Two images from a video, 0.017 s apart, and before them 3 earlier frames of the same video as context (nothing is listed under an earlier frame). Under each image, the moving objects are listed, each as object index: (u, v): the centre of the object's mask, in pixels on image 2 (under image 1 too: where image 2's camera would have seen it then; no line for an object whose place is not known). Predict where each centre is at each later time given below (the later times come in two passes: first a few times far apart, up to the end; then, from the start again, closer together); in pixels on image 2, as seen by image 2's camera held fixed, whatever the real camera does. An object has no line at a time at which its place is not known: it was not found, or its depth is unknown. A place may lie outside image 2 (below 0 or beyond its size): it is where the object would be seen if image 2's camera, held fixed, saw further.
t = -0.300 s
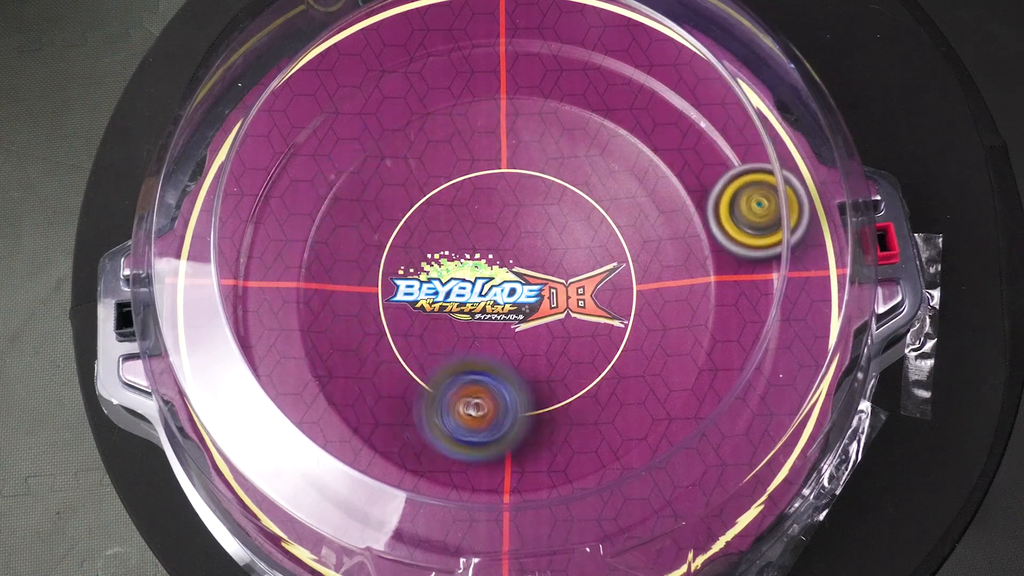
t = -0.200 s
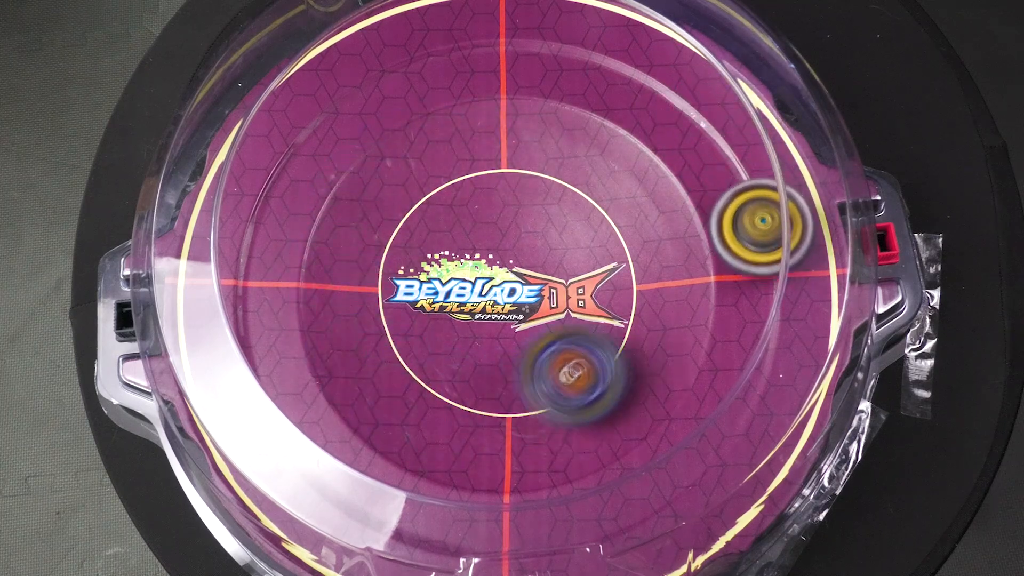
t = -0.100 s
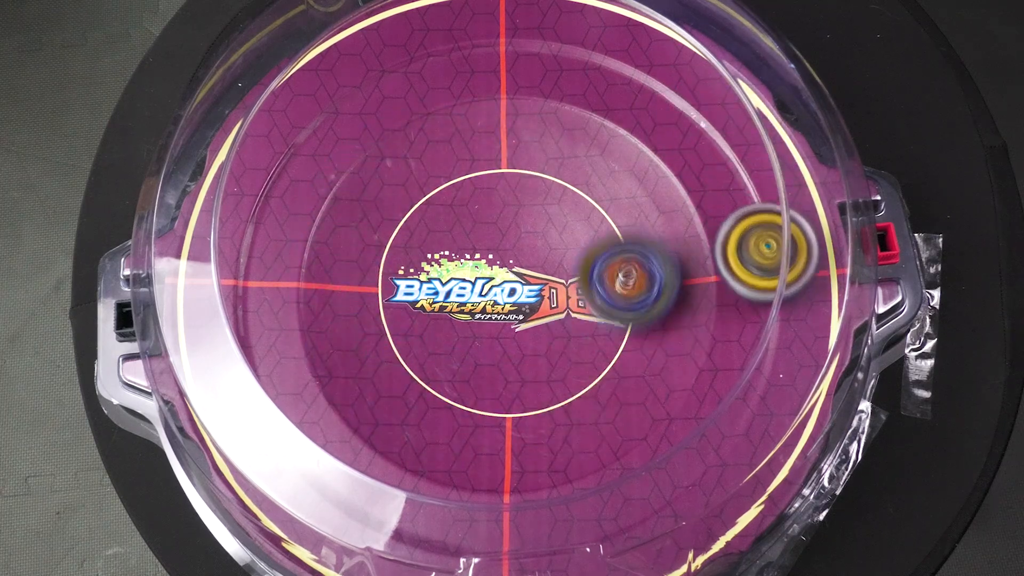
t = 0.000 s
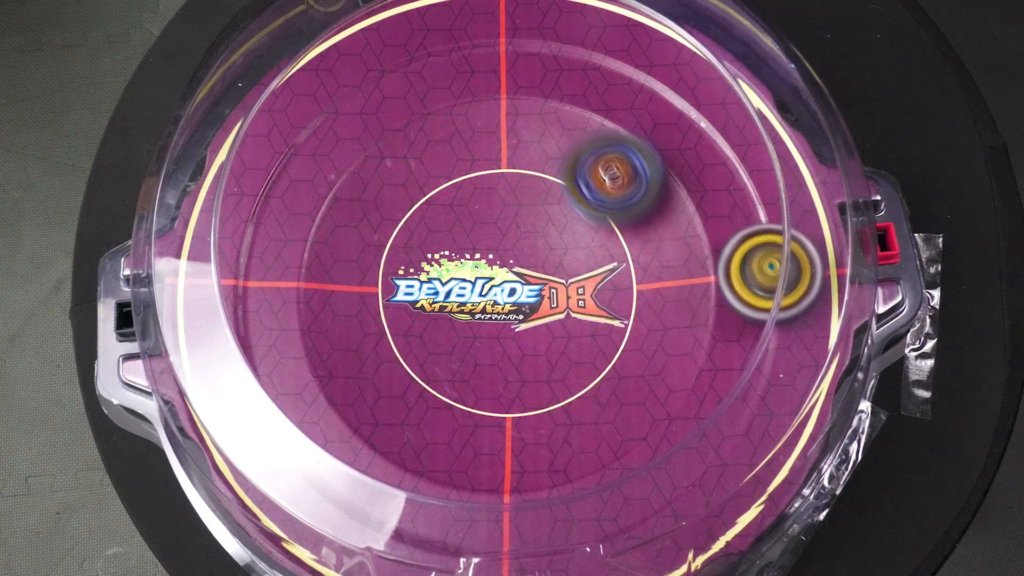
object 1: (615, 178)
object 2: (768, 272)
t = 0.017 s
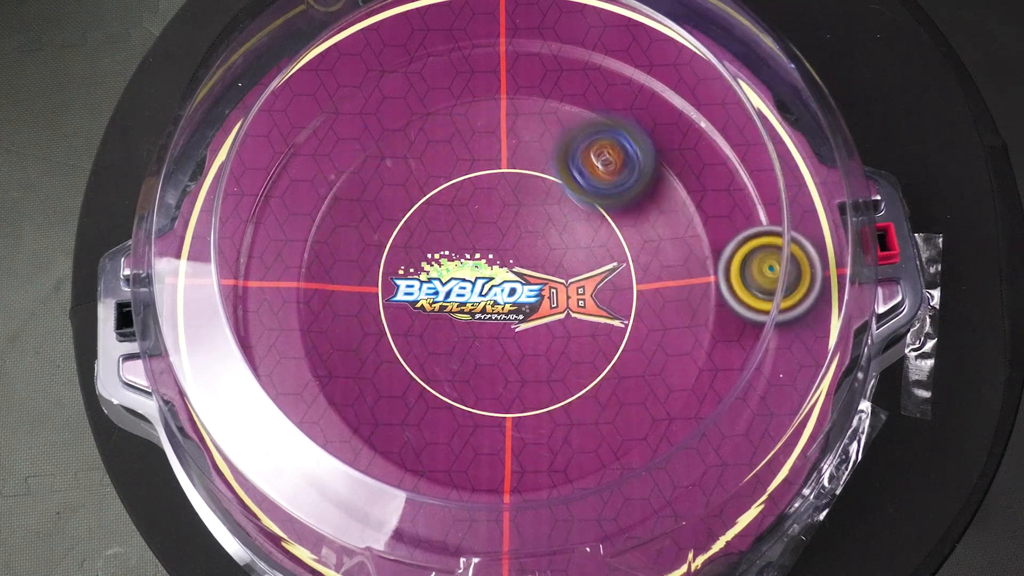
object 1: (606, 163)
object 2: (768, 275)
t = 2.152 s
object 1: (475, 315)
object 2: (573, 367)
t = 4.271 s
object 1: (497, 330)
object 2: (397, 177)
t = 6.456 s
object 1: (577, 339)
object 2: (473, 282)
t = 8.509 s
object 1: (485, 374)
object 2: (479, 229)
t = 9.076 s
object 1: (508, 306)
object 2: (585, 201)
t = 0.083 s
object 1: (563, 116)
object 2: (769, 289)
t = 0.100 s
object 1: (552, 108)
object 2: (769, 293)
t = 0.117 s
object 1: (537, 101)
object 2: (770, 298)
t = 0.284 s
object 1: (390, 127)
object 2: (763, 333)
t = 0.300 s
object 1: (377, 139)
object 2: (763, 337)
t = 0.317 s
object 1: (366, 153)
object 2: (761, 339)
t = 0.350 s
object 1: (349, 181)
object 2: (766, 345)
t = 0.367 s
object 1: (342, 197)
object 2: (758, 345)
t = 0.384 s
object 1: (336, 213)
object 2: (762, 349)
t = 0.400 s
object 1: (332, 230)
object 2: (762, 354)
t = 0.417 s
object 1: (330, 246)
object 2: (758, 356)
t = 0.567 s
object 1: (395, 394)
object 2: (742, 383)
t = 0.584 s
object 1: (412, 405)
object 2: (742, 387)
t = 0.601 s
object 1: (429, 414)
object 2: (740, 389)
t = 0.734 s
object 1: (597, 406)
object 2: (718, 399)
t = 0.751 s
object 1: (604, 395)
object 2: (726, 402)
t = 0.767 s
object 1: (592, 378)
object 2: (750, 405)
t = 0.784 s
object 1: (580, 364)
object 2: (774, 404)
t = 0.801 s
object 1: (566, 346)
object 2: (796, 403)
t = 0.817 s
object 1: (554, 327)
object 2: (794, 389)
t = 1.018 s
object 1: (438, 164)
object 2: (747, 255)
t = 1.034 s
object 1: (433, 160)
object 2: (739, 248)
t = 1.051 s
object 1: (427, 158)
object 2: (736, 241)
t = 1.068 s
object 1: (422, 157)
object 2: (733, 236)
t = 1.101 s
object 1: (412, 161)
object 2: (723, 225)
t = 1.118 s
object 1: (408, 165)
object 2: (717, 220)
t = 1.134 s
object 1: (404, 170)
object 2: (712, 215)
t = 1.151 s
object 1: (400, 178)
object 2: (706, 209)
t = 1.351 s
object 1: (400, 302)
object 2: (570, 146)
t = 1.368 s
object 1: (408, 311)
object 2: (556, 144)
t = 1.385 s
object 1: (418, 320)
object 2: (543, 144)
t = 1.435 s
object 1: (454, 340)
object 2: (503, 146)
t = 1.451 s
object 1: (468, 343)
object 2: (490, 149)
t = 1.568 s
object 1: (549, 331)
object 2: (411, 190)
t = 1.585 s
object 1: (560, 324)
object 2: (401, 199)
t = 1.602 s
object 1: (567, 315)
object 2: (393, 209)
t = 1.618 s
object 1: (574, 304)
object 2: (385, 218)
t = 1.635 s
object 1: (579, 292)
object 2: (378, 228)
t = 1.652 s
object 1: (581, 281)
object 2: (371, 239)
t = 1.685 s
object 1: (584, 259)
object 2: (362, 262)
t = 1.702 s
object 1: (583, 248)
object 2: (358, 274)
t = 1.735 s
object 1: (578, 227)
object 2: (354, 297)
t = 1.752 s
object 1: (573, 217)
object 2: (355, 308)
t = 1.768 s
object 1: (567, 208)
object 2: (356, 320)
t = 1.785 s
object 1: (560, 201)
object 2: (358, 331)
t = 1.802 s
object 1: (552, 194)
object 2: (361, 342)
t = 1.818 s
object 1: (545, 189)
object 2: (366, 352)
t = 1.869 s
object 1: (517, 183)
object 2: (386, 381)
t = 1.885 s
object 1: (508, 183)
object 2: (394, 389)
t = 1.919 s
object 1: (491, 189)
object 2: (414, 402)
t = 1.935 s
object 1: (483, 193)
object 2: (424, 407)
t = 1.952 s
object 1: (475, 200)
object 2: (436, 411)
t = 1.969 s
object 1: (468, 206)
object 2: (449, 414)
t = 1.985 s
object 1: (462, 214)
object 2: (460, 416)
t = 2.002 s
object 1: (456, 222)
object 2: (473, 416)
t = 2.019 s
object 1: (453, 232)
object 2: (486, 415)
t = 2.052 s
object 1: (449, 252)
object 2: (510, 410)
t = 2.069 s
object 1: (451, 264)
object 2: (523, 406)
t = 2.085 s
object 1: (453, 277)
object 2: (535, 400)
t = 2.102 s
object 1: (457, 287)
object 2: (546, 392)
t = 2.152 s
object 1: (475, 315)
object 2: (573, 367)
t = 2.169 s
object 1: (480, 321)
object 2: (584, 359)
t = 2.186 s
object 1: (477, 316)
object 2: (602, 354)
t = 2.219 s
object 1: (468, 308)
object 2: (642, 345)
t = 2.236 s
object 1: (464, 304)
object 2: (656, 338)
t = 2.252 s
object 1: (462, 296)
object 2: (670, 330)
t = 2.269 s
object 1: (461, 288)
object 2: (681, 323)
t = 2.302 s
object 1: (460, 279)
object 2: (695, 305)
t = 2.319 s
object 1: (463, 274)
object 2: (700, 296)
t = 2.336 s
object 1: (465, 271)
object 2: (705, 286)
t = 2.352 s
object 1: (470, 268)
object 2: (707, 275)
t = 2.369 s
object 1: (474, 266)
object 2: (709, 265)
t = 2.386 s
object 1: (480, 265)
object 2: (711, 254)
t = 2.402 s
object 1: (485, 264)
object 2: (709, 243)
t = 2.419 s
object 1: (491, 264)
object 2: (706, 232)
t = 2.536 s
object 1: (524, 272)
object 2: (663, 169)
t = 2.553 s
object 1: (526, 271)
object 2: (655, 162)
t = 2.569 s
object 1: (528, 271)
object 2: (648, 155)
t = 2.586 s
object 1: (529, 269)
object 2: (640, 150)
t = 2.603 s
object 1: (530, 269)
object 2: (632, 145)
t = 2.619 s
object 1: (530, 269)
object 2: (623, 140)
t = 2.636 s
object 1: (530, 268)
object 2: (613, 137)
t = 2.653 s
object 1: (529, 268)
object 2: (603, 134)
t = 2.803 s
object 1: (515, 255)
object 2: (512, 149)
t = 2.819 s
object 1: (513, 254)
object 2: (502, 153)
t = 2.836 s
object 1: (510, 264)
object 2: (494, 152)
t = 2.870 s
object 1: (504, 300)
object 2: (478, 134)
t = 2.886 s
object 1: (500, 317)
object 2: (471, 129)
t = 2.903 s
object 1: (497, 332)
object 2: (464, 126)
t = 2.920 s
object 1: (494, 342)
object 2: (456, 125)
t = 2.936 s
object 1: (492, 353)
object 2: (449, 126)
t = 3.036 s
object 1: (491, 381)
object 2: (404, 157)
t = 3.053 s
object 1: (493, 383)
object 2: (397, 165)
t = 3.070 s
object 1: (496, 382)
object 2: (391, 173)
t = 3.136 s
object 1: (509, 376)
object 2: (373, 210)
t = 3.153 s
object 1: (512, 373)
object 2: (370, 219)
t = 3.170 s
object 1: (516, 369)
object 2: (369, 229)
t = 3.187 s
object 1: (521, 365)
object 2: (368, 240)
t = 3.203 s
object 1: (524, 359)
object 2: (368, 250)
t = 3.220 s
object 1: (527, 351)
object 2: (369, 261)
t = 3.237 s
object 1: (530, 344)
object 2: (372, 271)
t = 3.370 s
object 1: (545, 281)
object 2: (421, 343)
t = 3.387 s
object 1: (545, 276)
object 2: (430, 349)
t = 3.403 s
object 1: (543, 271)
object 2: (439, 354)
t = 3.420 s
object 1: (540, 266)
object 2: (449, 359)
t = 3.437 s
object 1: (537, 263)
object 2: (460, 362)
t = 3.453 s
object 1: (533, 261)
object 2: (470, 365)
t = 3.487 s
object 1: (523, 259)
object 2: (492, 368)
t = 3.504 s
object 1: (518, 259)
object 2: (503, 367)
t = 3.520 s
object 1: (510, 259)
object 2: (514, 367)
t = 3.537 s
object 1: (502, 261)
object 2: (524, 365)
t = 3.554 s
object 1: (496, 263)
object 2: (535, 361)
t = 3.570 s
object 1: (489, 267)
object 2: (544, 357)
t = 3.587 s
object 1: (481, 271)
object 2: (553, 353)
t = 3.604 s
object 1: (475, 276)
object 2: (561, 347)
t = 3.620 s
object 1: (469, 282)
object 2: (569, 341)
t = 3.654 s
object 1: (460, 296)
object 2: (583, 327)
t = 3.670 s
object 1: (456, 304)
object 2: (589, 319)
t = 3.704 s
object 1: (454, 319)
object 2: (598, 303)
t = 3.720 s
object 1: (453, 327)
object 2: (603, 295)
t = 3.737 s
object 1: (454, 335)
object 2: (606, 286)
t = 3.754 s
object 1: (457, 344)
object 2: (607, 277)
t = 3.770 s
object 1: (460, 350)
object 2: (609, 269)
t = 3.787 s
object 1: (464, 356)
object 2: (608, 261)
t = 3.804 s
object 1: (470, 361)
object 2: (608, 253)
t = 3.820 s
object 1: (477, 364)
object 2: (606, 244)
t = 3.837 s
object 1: (484, 367)
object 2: (602, 236)
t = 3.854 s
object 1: (492, 368)
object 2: (598, 229)
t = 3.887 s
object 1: (508, 366)
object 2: (588, 216)
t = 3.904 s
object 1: (516, 363)
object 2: (582, 210)
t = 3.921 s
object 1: (523, 358)
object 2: (575, 205)
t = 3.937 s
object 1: (529, 351)
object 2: (568, 201)
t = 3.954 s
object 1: (534, 343)
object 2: (559, 198)
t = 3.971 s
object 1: (538, 335)
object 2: (550, 195)
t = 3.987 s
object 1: (542, 324)
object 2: (542, 194)
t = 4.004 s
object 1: (542, 313)
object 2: (532, 194)
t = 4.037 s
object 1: (542, 294)
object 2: (515, 193)
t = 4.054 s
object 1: (540, 298)
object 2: (504, 181)
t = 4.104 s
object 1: (534, 311)
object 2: (475, 156)
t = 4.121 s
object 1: (531, 316)
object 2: (465, 151)
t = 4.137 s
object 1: (528, 320)
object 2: (457, 149)
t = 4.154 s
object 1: (526, 323)
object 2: (449, 149)
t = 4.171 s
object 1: (522, 327)
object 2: (440, 150)
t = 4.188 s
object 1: (518, 329)
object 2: (433, 152)
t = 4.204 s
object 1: (515, 331)
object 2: (425, 156)
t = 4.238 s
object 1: (506, 333)
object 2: (411, 166)
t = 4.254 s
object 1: (502, 332)
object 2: (403, 171)
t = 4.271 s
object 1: (497, 330)
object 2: (397, 177)
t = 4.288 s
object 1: (493, 329)
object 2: (391, 184)
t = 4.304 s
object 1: (490, 325)
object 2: (386, 192)
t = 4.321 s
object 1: (487, 321)
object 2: (382, 199)
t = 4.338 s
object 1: (486, 317)
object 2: (378, 208)
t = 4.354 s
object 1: (486, 313)
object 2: (375, 217)
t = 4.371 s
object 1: (486, 308)
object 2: (373, 226)
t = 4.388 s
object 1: (487, 305)
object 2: (372, 235)
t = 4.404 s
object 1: (488, 303)
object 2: (372, 244)
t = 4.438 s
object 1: (489, 298)
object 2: (376, 263)
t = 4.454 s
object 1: (491, 297)
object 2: (379, 273)
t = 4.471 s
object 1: (491, 296)
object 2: (384, 282)
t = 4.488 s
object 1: (504, 301)
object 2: (378, 288)
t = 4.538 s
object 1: (564, 313)
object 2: (353, 297)
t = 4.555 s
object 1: (581, 316)
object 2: (349, 300)
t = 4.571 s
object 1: (594, 315)
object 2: (348, 305)
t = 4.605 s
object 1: (622, 315)
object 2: (350, 315)
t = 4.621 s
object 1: (630, 314)
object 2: (353, 321)
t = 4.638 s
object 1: (640, 312)
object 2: (357, 328)
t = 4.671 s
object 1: (652, 307)
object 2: (368, 341)
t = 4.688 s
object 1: (657, 302)
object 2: (375, 346)
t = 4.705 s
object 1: (660, 299)
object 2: (383, 351)
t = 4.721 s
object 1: (663, 295)
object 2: (390, 356)
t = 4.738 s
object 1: (662, 289)
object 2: (398, 360)
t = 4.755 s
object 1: (661, 284)
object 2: (407, 364)
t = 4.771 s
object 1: (661, 278)
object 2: (416, 367)
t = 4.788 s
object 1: (658, 271)
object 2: (425, 369)
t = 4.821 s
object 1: (651, 258)
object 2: (444, 372)
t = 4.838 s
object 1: (646, 251)
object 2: (454, 373)
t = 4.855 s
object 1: (641, 245)
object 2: (463, 372)
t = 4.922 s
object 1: (610, 220)
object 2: (502, 364)
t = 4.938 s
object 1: (602, 216)
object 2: (511, 360)
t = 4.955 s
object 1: (592, 213)
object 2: (519, 355)
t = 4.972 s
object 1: (583, 212)
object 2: (527, 351)
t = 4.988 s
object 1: (573, 211)
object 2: (535, 344)
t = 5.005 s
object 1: (562, 213)
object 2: (542, 338)
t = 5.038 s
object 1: (542, 219)
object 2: (555, 324)
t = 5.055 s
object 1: (536, 220)
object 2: (560, 320)
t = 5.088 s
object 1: (516, 208)
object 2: (568, 322)
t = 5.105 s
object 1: (508, 205)
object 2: (570, 321)
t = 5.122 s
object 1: (498, 203)
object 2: (572, 320)
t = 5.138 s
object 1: (489, 202)
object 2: (575, 317)
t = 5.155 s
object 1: (479, 203)
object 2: (577, 313)
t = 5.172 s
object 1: (472, 204)
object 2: (578, 308)
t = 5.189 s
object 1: (465, 208)
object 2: (580, 303)
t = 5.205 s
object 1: (458, 212)
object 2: (582, 296)
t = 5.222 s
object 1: (452, 220)
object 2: (583, 289)
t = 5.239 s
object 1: (447, 226)
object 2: (585, 283)
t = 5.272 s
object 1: (444, 243)
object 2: (586, 268)
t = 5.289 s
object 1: (444, 252)
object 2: (587, 262)
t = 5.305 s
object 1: (446, 261)
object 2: (586, 255)
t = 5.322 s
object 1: (449, 270)
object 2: (584, 249)
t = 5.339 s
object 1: (452, 277)
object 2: (582, 243)
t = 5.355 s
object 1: (456, 284)
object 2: (580, 237)
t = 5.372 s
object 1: (461, 290)
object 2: (576, 231)
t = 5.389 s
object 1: (466, 293)
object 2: (572, 226)
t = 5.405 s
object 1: (472, 296)
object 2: (567, 221)
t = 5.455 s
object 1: (492, 297)
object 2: (550, 211)
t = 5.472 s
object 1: (497, 296)
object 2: (544, 207)
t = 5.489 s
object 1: (493, 311)
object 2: (545, 196)
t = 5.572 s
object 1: (475, 370)
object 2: (554, 135)
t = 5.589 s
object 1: (474, 377)
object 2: (552, 129)
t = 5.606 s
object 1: (475, 383)
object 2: (549, 124)
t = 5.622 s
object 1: (476, 389)
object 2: (546, 120)
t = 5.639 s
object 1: (478, 393)
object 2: (541, 116)
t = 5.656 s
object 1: (479, 398)
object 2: (536, 113)
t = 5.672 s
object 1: (484, 401)
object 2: (532, 111)
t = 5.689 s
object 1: (487, 404)
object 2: (527, 108)
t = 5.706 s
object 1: (492, 406)
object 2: (521, 106)
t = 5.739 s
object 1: (501, 408)
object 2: (510, 106)
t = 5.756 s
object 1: (506, 408)
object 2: (503, 106)
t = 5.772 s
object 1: (511, 409)
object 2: (498, 108)
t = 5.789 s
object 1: (515, 408)
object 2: (492, 110)
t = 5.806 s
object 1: (520, 407)
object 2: (486, 113)
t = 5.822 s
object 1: (525, 405)
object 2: (480, 118)
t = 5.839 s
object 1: (529, 403)
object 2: (474, 122)
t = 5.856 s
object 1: (533, 399)
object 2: (469, 128)
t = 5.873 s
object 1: (535, 395)
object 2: (464, 134)
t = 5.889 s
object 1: (537, 390)
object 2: (460, 141)
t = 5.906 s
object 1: (539, 385)
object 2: (456, 149)
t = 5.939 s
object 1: (540, 374)
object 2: (451, 165)
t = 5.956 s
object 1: (540, 368)
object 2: (449, 174)
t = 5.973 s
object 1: (539, 362)
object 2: (448, 184)
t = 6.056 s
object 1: (529, 327)
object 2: (448, 231)
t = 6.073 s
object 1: (528, 319)
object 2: (450, 241)
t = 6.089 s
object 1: (528, 321)
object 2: (449, 244)
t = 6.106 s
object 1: (534, 326)
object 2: (446, 243)
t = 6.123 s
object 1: (538, 331)
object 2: (443, 242)
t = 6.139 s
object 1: (540, 334)
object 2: (442, 243)
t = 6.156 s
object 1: (544, 337)
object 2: (441, 245)
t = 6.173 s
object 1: (544, 337)
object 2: (441, 248)
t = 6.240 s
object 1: (540, 337)
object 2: (451, 272)
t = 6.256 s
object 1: (539, 338)
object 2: (454, 276)
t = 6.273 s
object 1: (541, 339)
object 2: (455, 276)
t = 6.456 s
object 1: (577, 339)
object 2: (473, 282)
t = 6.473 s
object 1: (580, 339)
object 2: (473, 284)
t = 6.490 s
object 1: (581, 336)
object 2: (475, 285)
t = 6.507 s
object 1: (584, 334)
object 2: (476, 288)
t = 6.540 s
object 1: (584, 324)
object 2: (483, 293)
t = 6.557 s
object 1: (591, 326)
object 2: (481, 293)
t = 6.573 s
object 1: (605, 328)
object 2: (475, 288)
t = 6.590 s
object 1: (617, 331)
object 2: (469, 284)
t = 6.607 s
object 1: (626, 329)
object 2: (465, 281)
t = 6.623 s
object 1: (635, 327)
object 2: (462, 279)
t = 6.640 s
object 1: (642, 326)
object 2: (461, 278)
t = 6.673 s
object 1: (655, 326)
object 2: (458, 278)
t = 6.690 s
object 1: (658, 326)
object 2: (457, 278)
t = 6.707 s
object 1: (661, 327)
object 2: (458, 280)
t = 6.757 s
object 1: (663, 328)
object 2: (461, 282)
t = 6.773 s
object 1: (663, 326)
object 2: (463, 282)
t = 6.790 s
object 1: (663, 324)
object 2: (466, 283)
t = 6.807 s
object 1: (661, 321)
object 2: (469, 283)
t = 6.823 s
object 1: (659, 317)
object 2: (472, 283)
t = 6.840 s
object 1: (657, 315)
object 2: (475, 283)
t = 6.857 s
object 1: (653, 312)
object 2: (478, 282)
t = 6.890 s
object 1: (644, 305)
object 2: (484, 280)
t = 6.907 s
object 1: (639, 301)
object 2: (487, 279)
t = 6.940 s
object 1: (627, 294)
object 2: (491, 274)
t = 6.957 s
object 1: (620, 291)
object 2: (492, 270)
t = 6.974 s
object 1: (613, 289)
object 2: (494, 268)
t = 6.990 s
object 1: (603, 285)
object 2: (494, 264)
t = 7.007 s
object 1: (596, 283)
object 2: (494, 260)
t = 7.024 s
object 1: (590, 280)
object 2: (492, 256)
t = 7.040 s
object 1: (590, 281)
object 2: (485, 249)
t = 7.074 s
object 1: (595, 285)
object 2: (470, 239)
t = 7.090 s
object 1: (596, 286)
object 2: (465, 236)
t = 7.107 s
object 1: (595, 287)
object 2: (460, 233)
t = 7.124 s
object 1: (593, 287)
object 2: (456, 233)
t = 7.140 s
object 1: (593, 288)
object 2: (452, 233)
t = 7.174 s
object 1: (585, 289)
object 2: (444, 236)
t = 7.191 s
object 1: (583, 290)
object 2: (440, 239)
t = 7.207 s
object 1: (578, 290)
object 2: (438, 242)
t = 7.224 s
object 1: (572, 290)
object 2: (436, 245)
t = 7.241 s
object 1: (568, 291)
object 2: (435, 250)
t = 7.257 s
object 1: (560, 290)
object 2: (434, 254)
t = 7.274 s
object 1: (555, 290)
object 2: (435, 260)
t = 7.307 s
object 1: (542, 289)
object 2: (439, 269)
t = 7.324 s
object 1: (543, 289)
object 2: (440, 272)
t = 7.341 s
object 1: (545, 292)
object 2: (438, 274)
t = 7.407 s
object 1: (560, 302)
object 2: (439, 280)
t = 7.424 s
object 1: (563, 304)
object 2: (443, 281)
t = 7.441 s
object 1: (561, 306)
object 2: (447, 283)
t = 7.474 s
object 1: (559, 306)
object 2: (459, 286)
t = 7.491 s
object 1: (562, 311)
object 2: (462, 287)
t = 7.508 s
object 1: (564, 313)
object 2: (465, 285)
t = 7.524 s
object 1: (572, 314)
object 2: (468, 285)
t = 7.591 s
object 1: (579, 316)
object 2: (486, 281)
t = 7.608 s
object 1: (579, 318)
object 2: (488, 278)
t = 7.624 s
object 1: (585, 319)
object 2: (491, 275)
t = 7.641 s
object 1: (592, 323)
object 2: (494, 271)
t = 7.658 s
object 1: (597, 324)
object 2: (497, 269)
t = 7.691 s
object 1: (605, 321)
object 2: (502, 261)
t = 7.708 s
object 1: (606, 323)
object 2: (505, 258)
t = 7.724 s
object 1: (605, 320)
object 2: (507, 254)
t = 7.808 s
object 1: (597, 310)
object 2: (514, 236)
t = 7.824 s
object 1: (593, 308)
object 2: (515, 233)
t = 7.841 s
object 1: (589, 304)
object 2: (515, 229)
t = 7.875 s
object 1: (581, 299)
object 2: (514, 224)
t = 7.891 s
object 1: (575, 299)
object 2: (513, 221)
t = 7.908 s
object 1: (574, 304)
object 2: (509, 209)
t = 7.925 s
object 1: (573, 311)
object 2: (502, 198)
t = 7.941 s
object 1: (570, 319)
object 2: (495, 187)
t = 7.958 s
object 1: (566, 326)
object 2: (489, 179)
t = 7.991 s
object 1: (558, 332)
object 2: (477, 169)
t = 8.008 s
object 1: (555, 336)
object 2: (472, 165)
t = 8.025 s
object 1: (549, 338)
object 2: (468, 164)
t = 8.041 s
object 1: (543, 340)
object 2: (465, 161)
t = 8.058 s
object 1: (538, 341)
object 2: (461, 161)
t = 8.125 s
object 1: (515, 342)
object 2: (447, 163)
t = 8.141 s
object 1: (510, 342)
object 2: (443, 164)
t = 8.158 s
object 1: (506, 342)
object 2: (441, 167)
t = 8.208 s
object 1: (488, 342)
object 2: (435, 178)
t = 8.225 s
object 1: (484, 343)
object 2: (434, 183)
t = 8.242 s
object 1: (483, 344)
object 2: (433, 188)
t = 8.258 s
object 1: (479, 344)
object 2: (434, 195)
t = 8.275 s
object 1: (476, 345)
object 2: (434, 200)
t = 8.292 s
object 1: (474, 344)
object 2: (435, 206)
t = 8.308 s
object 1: (475, 345)
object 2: (437, 213)
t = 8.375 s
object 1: (475, 344)
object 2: (446, 238)
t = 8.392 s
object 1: (477, 341)
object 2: (449, 244)
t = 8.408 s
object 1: (479, 347)
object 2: (453, 243)
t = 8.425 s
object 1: (481, 357)
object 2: (457, 237)
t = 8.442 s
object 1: (484, 362)
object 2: (461, 232)
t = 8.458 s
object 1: (483, 367)
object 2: (466, 230)
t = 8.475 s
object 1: (481, 370)
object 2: (470, 228)
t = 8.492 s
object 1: (482, 374)
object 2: (475, 228)
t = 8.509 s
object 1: (485, 374)
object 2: (479, 229)
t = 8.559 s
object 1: (496, 373)
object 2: (491, 230)
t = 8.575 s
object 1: (498, 373)
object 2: (496, 231)
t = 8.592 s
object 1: (501, 370)
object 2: (500, 231)
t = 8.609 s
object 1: (503, 369)
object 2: (504, 232)
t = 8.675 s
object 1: (511, 353)
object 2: (520, 233)
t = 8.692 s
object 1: (515, 349)
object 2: (523, 233)
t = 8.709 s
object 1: (516, 343)
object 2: (527, 233)
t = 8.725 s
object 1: (517, 336)
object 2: (530, 233)
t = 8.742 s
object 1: (519, 329)
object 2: (534, 232)
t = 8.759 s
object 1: (516, 331)
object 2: (540, 227)
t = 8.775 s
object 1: (511, 336)
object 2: (546, 220)
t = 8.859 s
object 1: (494, 334)
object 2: (563, 202)
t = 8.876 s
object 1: (491, 332)
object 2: (565, 202)
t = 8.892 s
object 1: (489, 329)
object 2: (567, 200)
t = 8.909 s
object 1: (489, 327)
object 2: (569, 199)
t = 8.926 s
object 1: (488, 324)
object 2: (571, 197)
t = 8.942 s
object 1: (490, 320)
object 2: (574, 197)
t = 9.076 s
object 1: (508, 306)
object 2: (585, 201)
